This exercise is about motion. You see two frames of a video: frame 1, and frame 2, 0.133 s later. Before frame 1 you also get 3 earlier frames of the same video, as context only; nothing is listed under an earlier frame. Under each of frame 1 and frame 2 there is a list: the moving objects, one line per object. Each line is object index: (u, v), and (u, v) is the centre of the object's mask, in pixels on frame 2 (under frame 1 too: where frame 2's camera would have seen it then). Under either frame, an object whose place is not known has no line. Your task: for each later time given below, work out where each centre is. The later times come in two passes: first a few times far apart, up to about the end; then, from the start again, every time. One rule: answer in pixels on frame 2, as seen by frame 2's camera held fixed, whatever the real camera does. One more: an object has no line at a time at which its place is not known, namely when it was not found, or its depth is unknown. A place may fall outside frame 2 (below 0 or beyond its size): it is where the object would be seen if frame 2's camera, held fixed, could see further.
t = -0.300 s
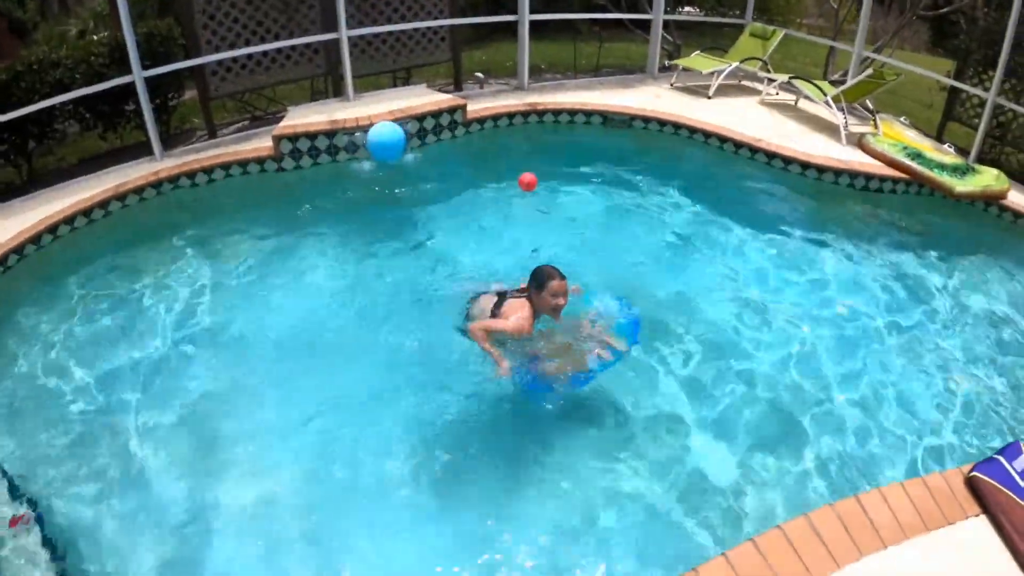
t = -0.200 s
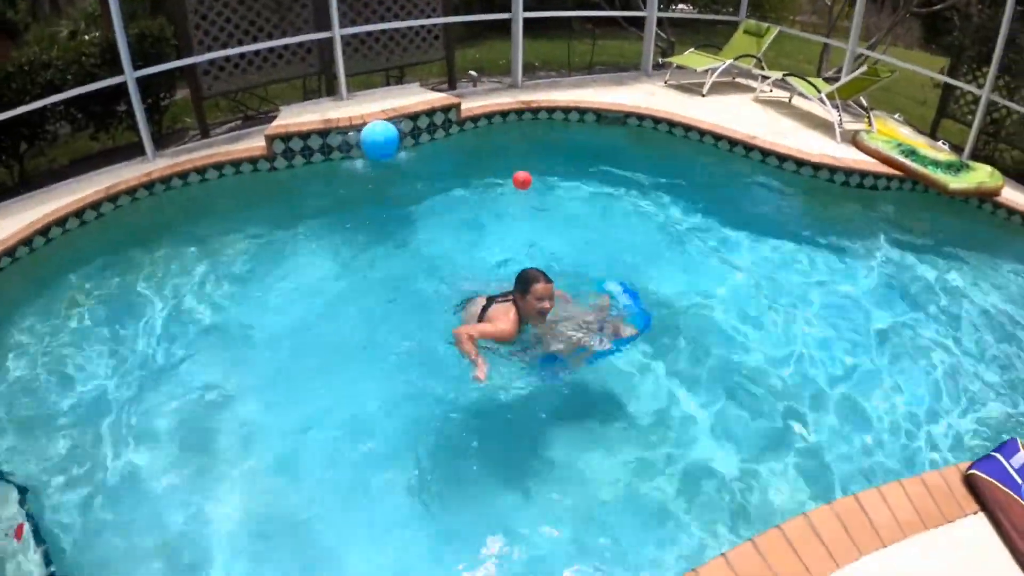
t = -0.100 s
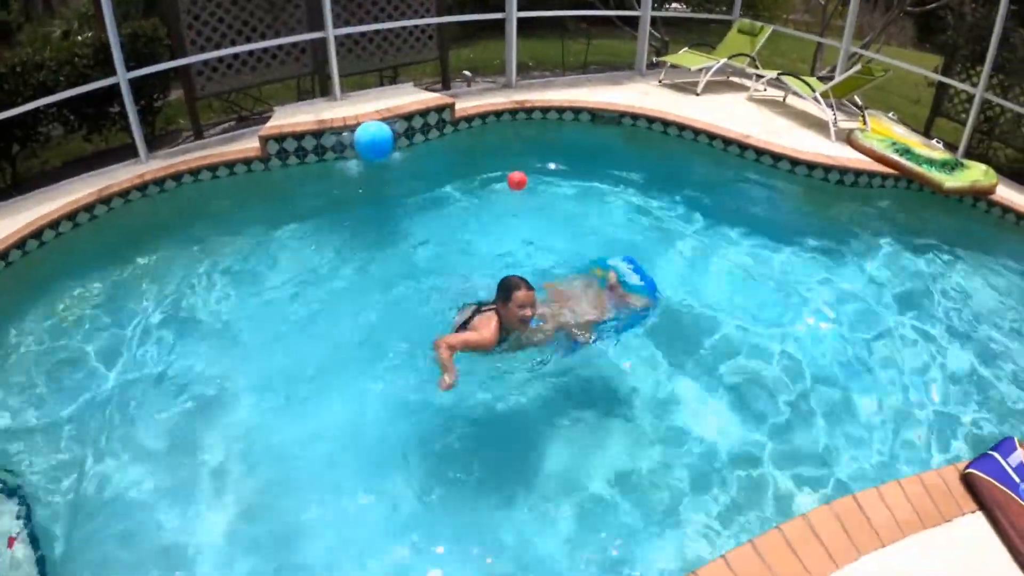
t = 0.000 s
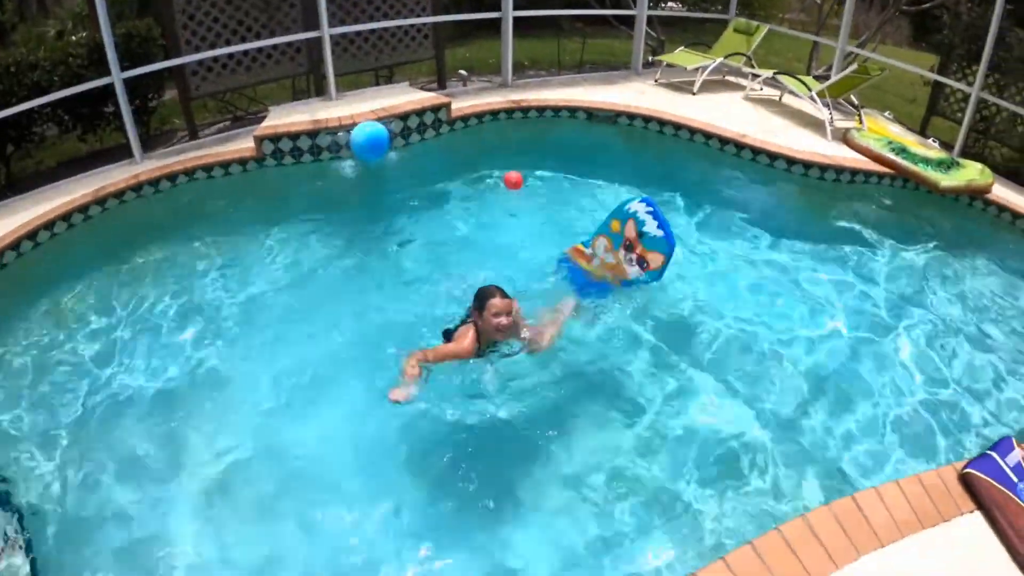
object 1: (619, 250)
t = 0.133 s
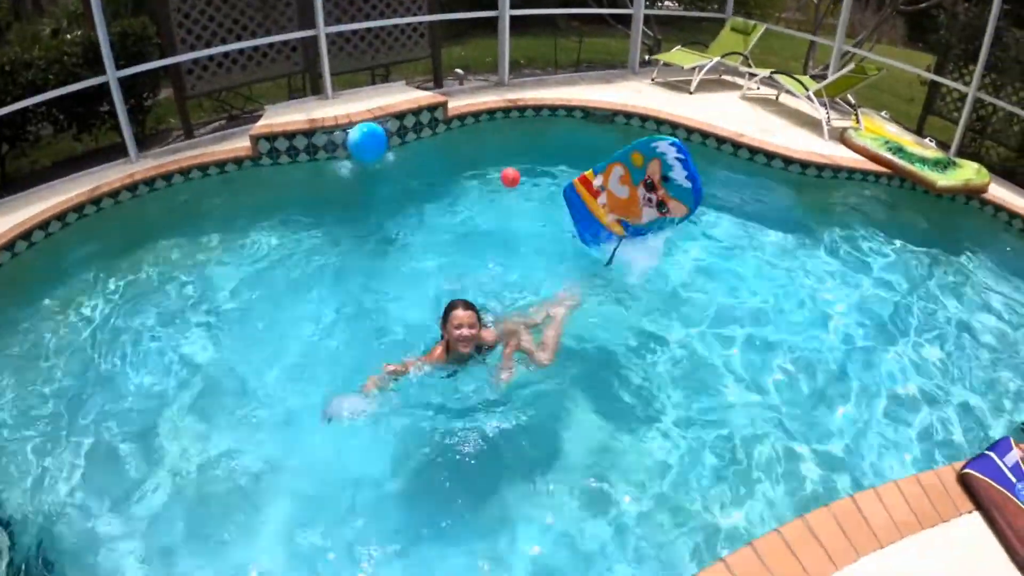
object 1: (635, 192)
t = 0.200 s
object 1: (639, 174)
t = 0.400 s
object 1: (640, 167)
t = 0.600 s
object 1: (631, 220)
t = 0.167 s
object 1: (637, 182)
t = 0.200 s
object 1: (639, 174)
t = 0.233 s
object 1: (641, 168)
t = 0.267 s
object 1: (641, 164)
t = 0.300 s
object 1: (641, 162)
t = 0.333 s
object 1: (642, 162)
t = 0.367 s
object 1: (641, 163)
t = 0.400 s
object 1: (640, 167)
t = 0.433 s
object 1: (639, 173)
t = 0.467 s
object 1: (637, 180)
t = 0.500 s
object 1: (636, 189)
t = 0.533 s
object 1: (635, 200)
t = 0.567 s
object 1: (632, 210)
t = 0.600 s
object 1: (631, 220)
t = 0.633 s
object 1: (631, 229)
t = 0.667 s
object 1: (632, 240)
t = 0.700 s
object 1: (620, 247)
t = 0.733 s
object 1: (623, 250)
